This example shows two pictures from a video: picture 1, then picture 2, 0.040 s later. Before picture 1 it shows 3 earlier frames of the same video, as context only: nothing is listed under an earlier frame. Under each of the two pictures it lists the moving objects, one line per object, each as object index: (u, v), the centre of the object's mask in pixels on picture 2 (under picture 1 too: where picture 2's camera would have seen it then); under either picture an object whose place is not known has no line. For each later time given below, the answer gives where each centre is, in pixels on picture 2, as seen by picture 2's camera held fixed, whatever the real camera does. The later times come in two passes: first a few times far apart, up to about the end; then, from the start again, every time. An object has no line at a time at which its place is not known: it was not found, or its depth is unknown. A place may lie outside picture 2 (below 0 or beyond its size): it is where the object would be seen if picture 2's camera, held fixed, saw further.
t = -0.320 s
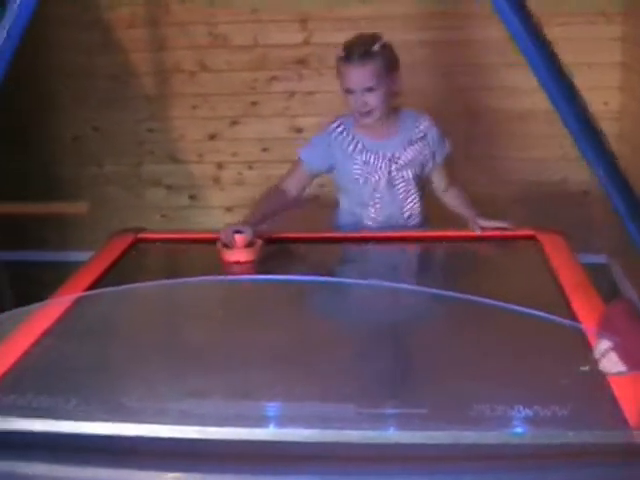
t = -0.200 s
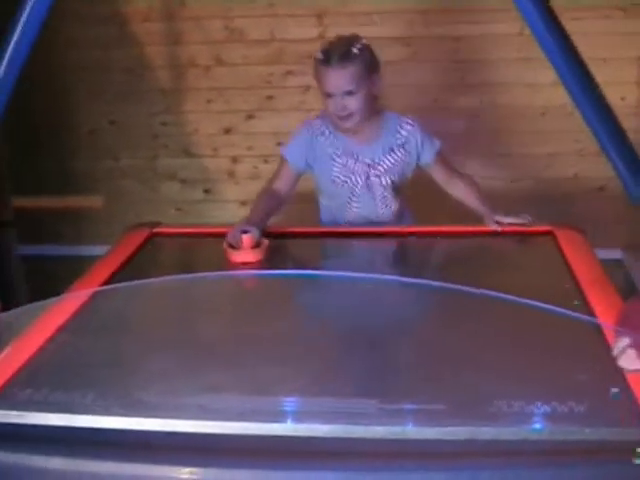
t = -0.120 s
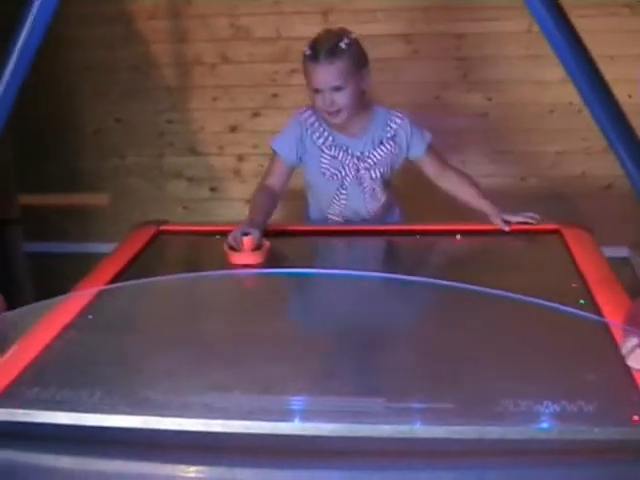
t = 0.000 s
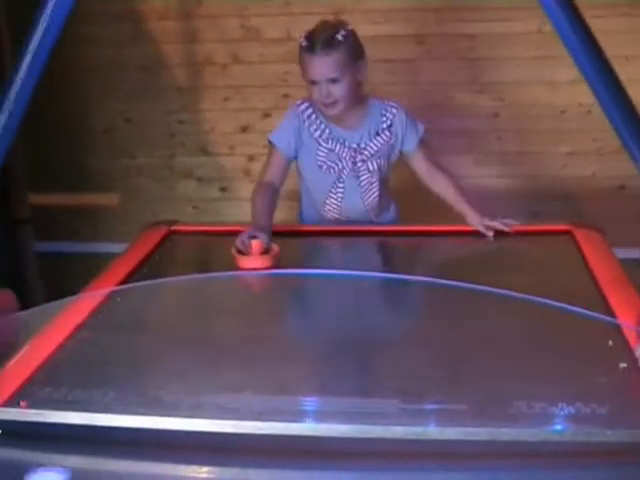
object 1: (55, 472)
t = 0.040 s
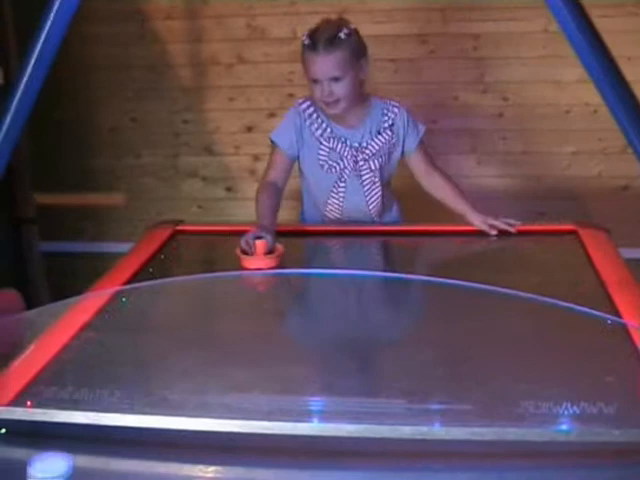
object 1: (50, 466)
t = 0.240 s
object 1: (48, 402)
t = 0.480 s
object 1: (75, 361)
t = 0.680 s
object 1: (130, 335)
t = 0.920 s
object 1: (194, 309)
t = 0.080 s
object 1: (48, 456)
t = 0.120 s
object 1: (46, 443)
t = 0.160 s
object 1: (45, 433)
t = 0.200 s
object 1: (43, 427)
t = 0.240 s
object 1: (48, 402)
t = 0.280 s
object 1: (46, 397)
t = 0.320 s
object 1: (46, 392)
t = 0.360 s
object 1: (49, 382)
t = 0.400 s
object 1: (54, 373)
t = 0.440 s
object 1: (64, 367)
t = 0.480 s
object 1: (75, 361)
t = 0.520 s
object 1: (85, 356)
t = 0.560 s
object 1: (97, 350)
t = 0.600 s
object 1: (108, 345)
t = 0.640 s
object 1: (119, 340)
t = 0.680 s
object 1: (130, 335)
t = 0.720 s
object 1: (141, 331)
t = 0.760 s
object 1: (152, 326)
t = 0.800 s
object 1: (162, 322)
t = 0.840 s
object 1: (173, 317)
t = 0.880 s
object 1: (184, 313)
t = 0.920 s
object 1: (194, 309)
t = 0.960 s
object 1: (205, 305)
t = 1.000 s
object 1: (216, 301)
